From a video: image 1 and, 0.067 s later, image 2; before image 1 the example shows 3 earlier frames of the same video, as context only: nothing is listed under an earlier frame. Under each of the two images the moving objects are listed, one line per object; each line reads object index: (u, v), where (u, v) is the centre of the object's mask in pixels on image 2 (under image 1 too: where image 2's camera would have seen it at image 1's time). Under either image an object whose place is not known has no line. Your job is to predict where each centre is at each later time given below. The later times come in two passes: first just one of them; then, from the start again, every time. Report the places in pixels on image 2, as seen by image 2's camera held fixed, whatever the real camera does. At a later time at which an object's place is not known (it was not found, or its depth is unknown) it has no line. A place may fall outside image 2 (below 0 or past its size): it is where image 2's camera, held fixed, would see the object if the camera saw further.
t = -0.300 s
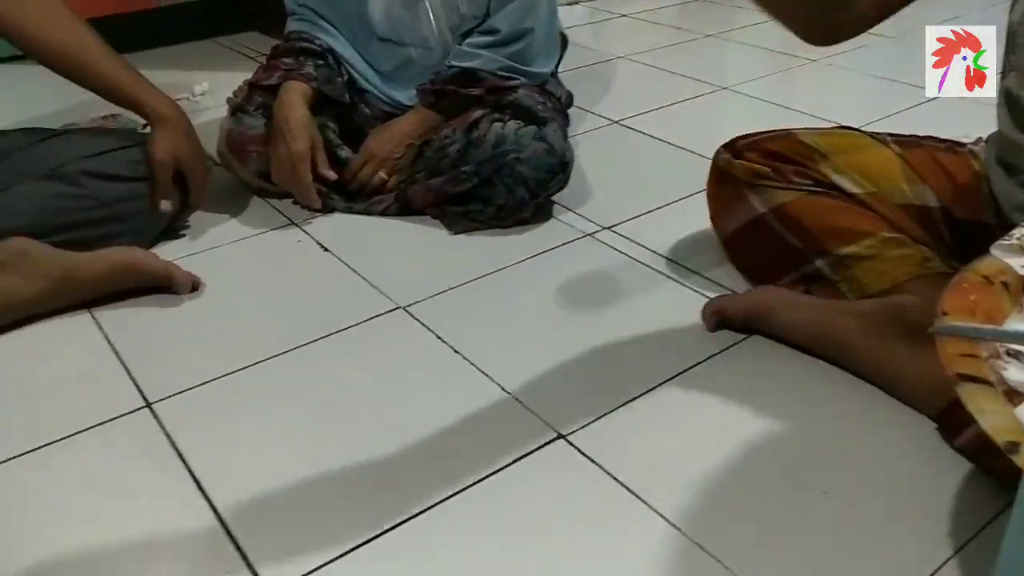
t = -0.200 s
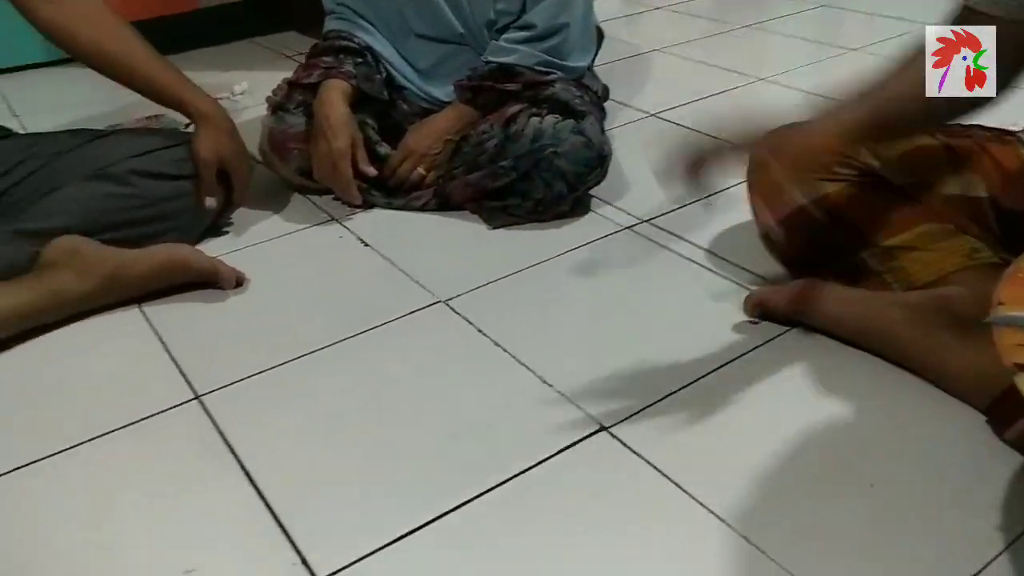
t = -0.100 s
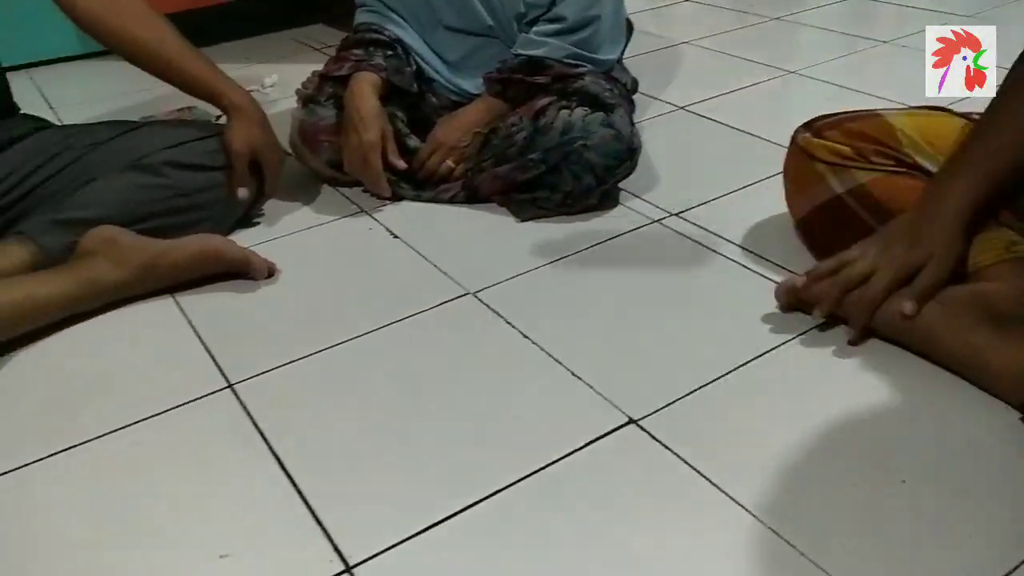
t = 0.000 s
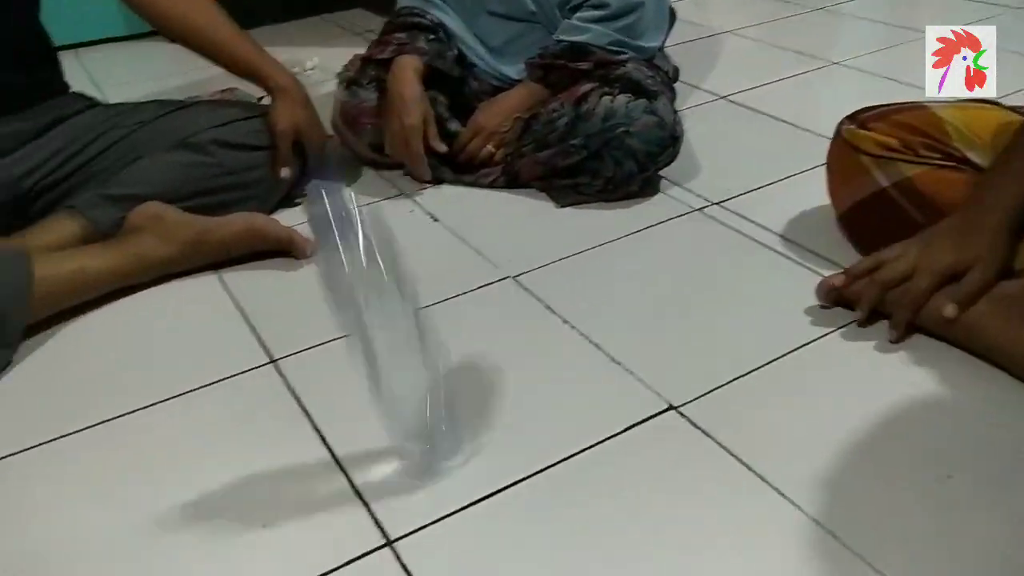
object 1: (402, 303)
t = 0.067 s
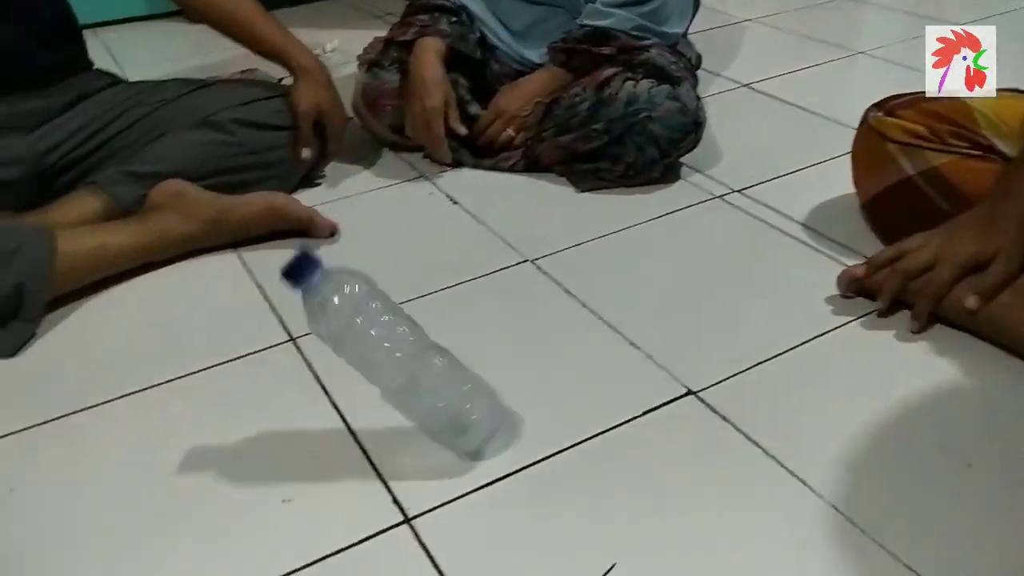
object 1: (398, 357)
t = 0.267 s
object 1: (413, 392)
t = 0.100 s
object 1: (405, 387)
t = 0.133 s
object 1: (404, 403)
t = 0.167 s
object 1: (408, 401)
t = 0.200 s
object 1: (411, 397)
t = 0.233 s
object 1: (411, 395)
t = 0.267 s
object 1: (413, 392)
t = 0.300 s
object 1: (415, 387)
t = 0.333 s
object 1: (416, 384)
